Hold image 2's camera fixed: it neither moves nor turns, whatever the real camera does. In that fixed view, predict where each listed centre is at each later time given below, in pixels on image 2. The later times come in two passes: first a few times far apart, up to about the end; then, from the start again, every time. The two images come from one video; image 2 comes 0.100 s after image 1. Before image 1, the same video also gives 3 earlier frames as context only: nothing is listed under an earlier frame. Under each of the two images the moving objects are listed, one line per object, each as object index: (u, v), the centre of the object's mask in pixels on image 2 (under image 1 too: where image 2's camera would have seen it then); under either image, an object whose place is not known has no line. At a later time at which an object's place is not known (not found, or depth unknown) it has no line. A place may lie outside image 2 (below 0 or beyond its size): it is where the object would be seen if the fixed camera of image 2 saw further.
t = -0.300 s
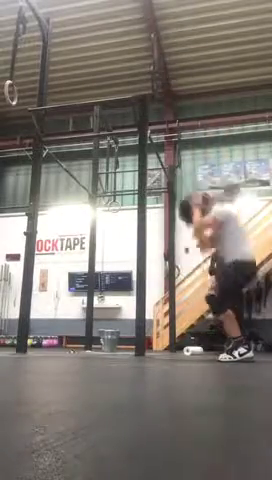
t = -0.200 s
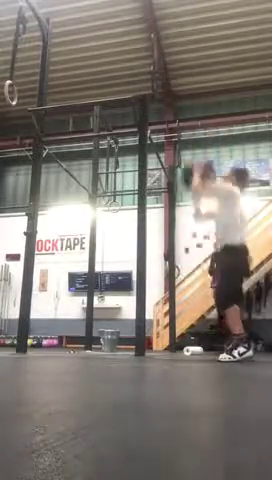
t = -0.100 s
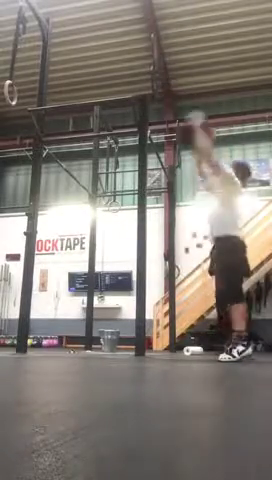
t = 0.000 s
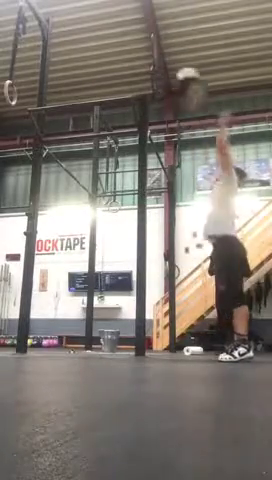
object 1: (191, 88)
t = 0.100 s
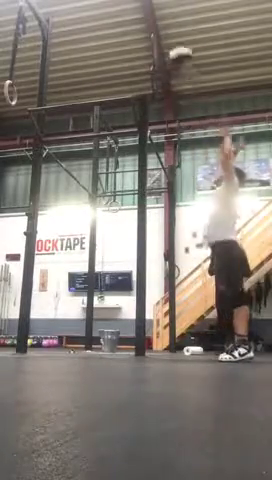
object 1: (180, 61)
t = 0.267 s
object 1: (173, 47)
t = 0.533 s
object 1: (174, 55)
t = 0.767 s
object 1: (185, 109)
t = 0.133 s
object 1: (179, 55)
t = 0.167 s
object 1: (178, 52)
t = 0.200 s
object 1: (177, 50)
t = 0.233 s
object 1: (175, 49)
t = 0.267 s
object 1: (173, 47)
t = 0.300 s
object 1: (171, 47)
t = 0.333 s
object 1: (170, 47)
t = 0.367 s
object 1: (169, 48)
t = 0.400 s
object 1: (169, 49)
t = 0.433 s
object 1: (170, 51)
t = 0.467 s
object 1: (170, 52)
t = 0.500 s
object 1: (172, 54)
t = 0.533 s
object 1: (174, 55)
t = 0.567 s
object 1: (176, 60)
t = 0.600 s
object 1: (175, 67)
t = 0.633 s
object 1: (177, 74)
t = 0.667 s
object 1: (179, 80)
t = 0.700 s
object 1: (181, 89)
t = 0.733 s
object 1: (183, 99)
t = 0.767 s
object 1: (185, 109)
